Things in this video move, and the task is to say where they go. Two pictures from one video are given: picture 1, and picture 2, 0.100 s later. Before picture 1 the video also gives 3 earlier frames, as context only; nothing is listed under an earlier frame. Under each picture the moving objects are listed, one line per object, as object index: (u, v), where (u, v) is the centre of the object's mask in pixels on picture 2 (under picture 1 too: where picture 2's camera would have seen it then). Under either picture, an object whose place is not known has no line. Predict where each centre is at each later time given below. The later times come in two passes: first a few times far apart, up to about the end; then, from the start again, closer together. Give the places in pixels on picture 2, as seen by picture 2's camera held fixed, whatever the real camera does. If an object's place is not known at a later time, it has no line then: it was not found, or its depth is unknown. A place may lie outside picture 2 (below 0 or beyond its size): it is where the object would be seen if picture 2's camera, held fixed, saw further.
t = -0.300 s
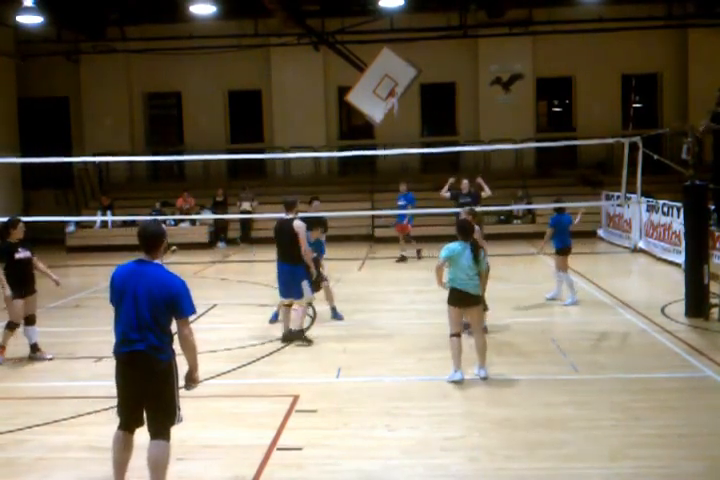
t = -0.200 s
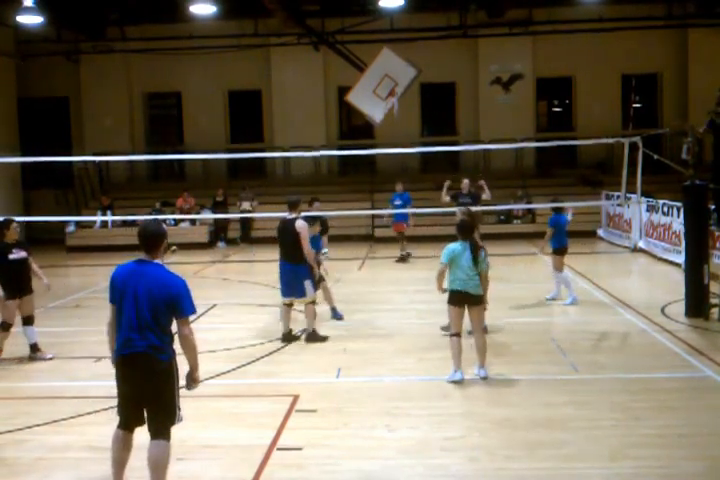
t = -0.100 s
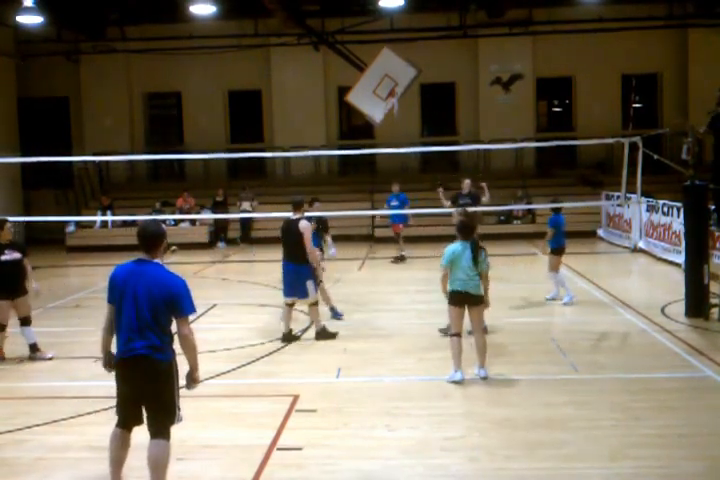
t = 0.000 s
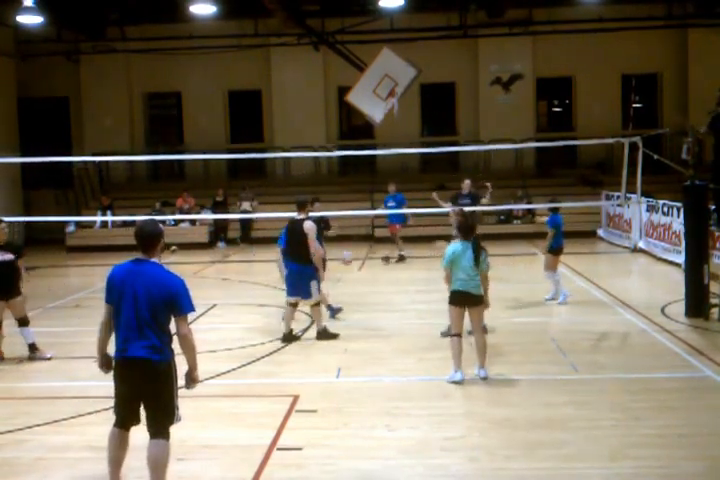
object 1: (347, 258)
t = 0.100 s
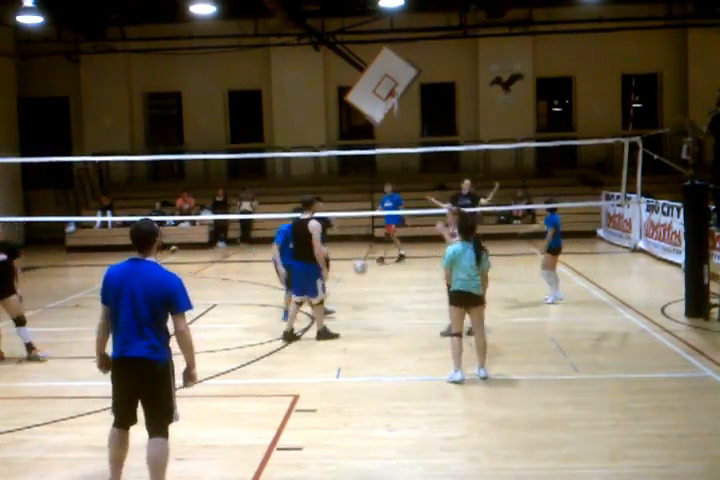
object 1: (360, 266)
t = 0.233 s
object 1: (380, 291)
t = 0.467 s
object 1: (399, 302)
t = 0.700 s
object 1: (404, 300)
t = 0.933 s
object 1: (410, 343)
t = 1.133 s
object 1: (417, 340)
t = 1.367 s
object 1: (428, 352)
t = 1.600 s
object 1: (441, 404)
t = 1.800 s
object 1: (452, 403)
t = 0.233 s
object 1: (380, 291)
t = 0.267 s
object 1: (385, 300)
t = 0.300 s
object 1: (390, 309)
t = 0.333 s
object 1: (395, 320)
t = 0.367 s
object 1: (396, 316)
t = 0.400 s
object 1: (397, 310)
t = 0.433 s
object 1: (398, 305)
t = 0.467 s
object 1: (399, 302)
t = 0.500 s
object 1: (399, 298)
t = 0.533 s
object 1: (399, 296)
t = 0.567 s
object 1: (400, 295)
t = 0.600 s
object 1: (401, 295)
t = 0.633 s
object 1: (402, 296)
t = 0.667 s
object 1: (403, 296)
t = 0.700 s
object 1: (404, 300)
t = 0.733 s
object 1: (404, 303)
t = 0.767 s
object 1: (405, 305)
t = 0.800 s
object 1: (406, 311)
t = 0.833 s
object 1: (408, 318)
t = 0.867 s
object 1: (408, 325)
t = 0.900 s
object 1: (410, 334)
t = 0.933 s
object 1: (410, 343)
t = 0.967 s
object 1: (412, 355)
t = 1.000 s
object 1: (413, 356)
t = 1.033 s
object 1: (414, 350)
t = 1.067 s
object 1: (415, 346)
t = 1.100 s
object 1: (416, 342)
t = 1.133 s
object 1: (417, 340)
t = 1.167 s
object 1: (419, 339)
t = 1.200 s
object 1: (420, 338)
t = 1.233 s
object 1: (421, 338)
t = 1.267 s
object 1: (423, 341)
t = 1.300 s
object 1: (424, 341)
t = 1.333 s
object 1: (425, 345)
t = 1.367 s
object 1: (428, 352)
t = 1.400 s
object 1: (429, 358)
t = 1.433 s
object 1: (431, 367)
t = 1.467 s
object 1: (433, 376)
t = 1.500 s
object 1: (435, 386)
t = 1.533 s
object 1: (437, 398)
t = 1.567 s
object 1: (440, 410)
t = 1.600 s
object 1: (441, 404)
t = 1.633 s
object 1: (443, 401)
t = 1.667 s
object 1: (444, 399)
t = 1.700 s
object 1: (446, 398)
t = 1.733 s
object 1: (448, 398)
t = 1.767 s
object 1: (450, 400)
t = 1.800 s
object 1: (452, 403)
